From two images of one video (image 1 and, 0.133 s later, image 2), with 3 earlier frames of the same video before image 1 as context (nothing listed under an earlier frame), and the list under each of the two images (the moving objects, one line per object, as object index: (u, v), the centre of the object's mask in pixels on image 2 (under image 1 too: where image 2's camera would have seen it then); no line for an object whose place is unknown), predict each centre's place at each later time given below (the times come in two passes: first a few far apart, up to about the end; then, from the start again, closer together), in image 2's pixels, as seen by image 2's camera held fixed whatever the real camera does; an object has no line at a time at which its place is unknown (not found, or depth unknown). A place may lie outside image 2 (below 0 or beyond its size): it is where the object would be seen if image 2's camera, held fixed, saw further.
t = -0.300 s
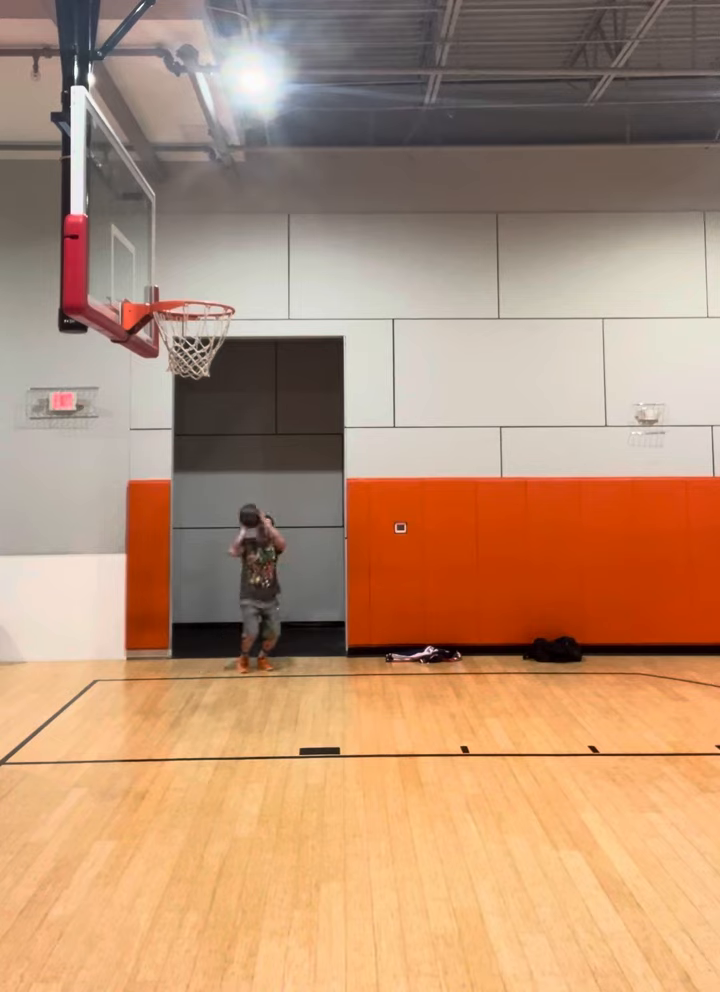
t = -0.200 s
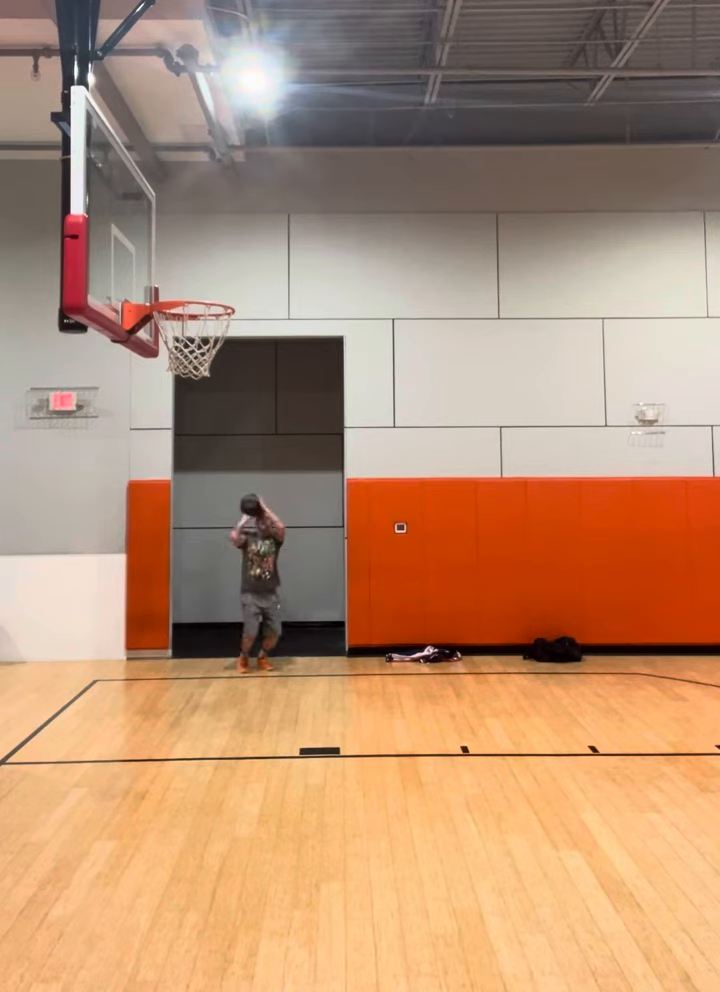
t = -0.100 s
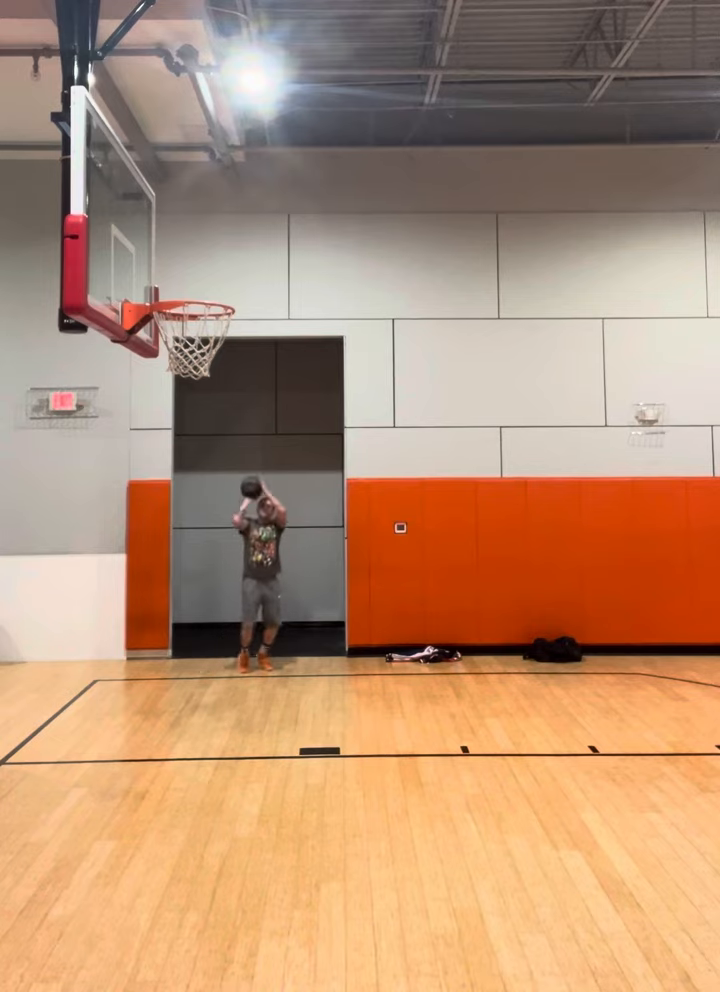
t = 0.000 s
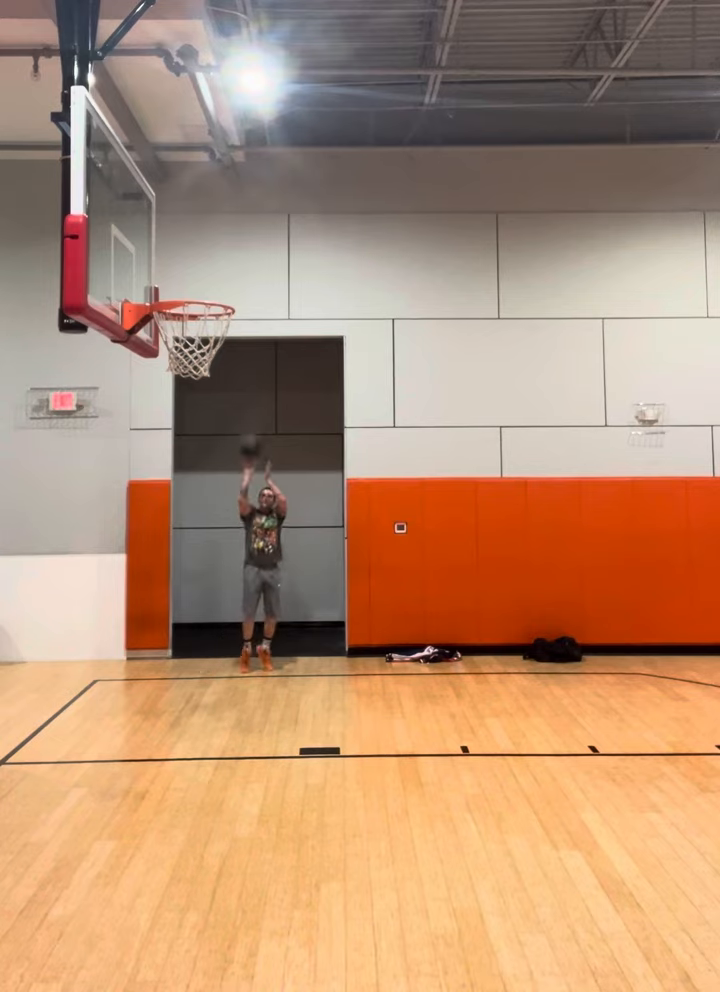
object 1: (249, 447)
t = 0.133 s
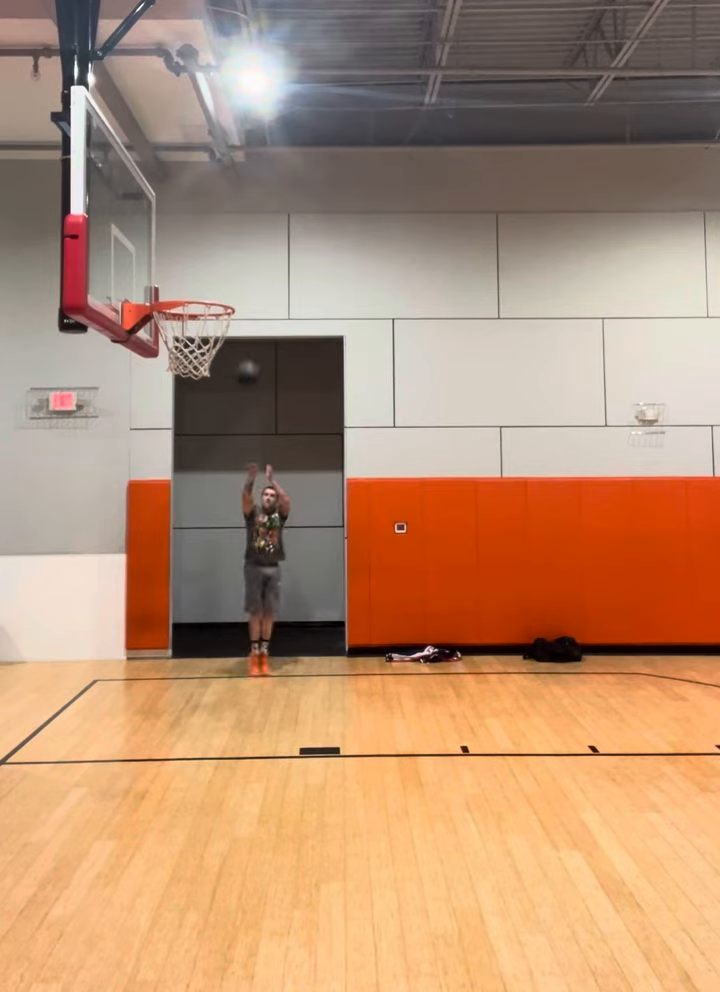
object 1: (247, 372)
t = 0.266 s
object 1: (243, 315)
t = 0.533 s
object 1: (232, 230)
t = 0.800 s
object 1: (218, 217)
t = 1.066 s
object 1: (189, 307)
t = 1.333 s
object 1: (225, 333)
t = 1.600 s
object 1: (190, 355)
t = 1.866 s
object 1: (144, 475)
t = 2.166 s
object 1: (96, 748)
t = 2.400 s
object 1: (66, 702)
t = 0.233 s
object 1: (243, 328)
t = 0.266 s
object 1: (243, 315)
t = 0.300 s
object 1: (242, 301)
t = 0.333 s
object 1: (241, 289)
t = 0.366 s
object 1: (239, 276)
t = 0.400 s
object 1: (238, 264)
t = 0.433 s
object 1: (237, 254)
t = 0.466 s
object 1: (235, 245)
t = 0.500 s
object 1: (234, 237)
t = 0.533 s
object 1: (232, 230)
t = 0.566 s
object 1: (231, 224)
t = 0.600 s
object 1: (230, 219)
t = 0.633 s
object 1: (228, 215)
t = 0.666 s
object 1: (226, 213)
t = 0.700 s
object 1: (224, 212)
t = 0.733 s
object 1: (222, 212)
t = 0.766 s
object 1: (221, 214)
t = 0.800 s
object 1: (218, 217)
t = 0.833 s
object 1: (216, 223)
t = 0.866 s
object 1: (214, 229)
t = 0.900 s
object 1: (211, 239)
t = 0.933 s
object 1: (209, 251)
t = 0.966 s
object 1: (206, 264)
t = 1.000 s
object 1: (203, 280)
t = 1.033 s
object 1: (200, 298)
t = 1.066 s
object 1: (189, 307)
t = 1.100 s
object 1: (179, 318)
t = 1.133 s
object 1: (186, 321)
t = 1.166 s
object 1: (201, 326)
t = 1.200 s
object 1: (216, 338)
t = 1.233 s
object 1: (222, 341)
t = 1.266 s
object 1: (230, 329)
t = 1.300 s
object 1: (229, 329)
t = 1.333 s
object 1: (225, 333)
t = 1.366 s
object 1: (222, 335)
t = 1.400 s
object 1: (218, 338)
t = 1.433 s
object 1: (213, 342)
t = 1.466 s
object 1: (208, 346)
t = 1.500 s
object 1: (203, 349)
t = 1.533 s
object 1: (199, 352)
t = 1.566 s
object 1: (196, 352)
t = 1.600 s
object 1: (190, 355)
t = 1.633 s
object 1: (180, 376)
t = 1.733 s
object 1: (165, 405)
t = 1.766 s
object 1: (159, 420)
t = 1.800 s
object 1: (154, 437)
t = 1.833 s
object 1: (150, 455)
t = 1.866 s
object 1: (144, 475)
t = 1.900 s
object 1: (138, 498)
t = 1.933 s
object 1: (133, 524)
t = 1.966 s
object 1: (128, 549)
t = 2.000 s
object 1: (123, 577)
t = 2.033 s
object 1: (118, 608)
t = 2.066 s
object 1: (112, 639)
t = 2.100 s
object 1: (107, 673)
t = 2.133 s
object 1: (102, 710)
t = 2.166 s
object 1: (96, 748)
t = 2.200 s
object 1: (91, 789)
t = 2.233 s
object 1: (85, 834)
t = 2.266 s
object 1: (82, 813)
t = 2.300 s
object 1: (78, 782)
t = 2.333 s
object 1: (74, 753)
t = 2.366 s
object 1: (71, 727)
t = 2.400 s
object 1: (66, 702)
